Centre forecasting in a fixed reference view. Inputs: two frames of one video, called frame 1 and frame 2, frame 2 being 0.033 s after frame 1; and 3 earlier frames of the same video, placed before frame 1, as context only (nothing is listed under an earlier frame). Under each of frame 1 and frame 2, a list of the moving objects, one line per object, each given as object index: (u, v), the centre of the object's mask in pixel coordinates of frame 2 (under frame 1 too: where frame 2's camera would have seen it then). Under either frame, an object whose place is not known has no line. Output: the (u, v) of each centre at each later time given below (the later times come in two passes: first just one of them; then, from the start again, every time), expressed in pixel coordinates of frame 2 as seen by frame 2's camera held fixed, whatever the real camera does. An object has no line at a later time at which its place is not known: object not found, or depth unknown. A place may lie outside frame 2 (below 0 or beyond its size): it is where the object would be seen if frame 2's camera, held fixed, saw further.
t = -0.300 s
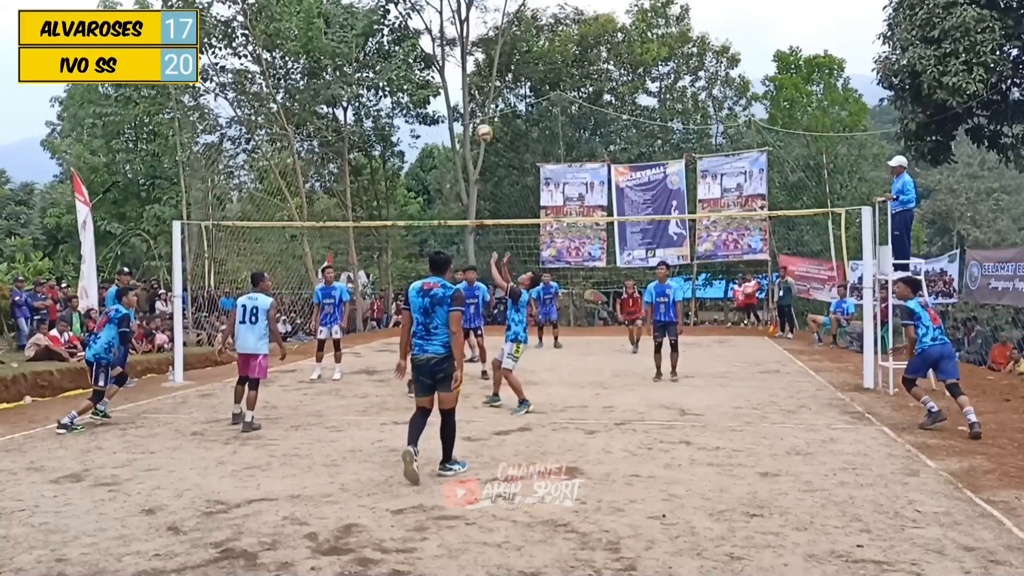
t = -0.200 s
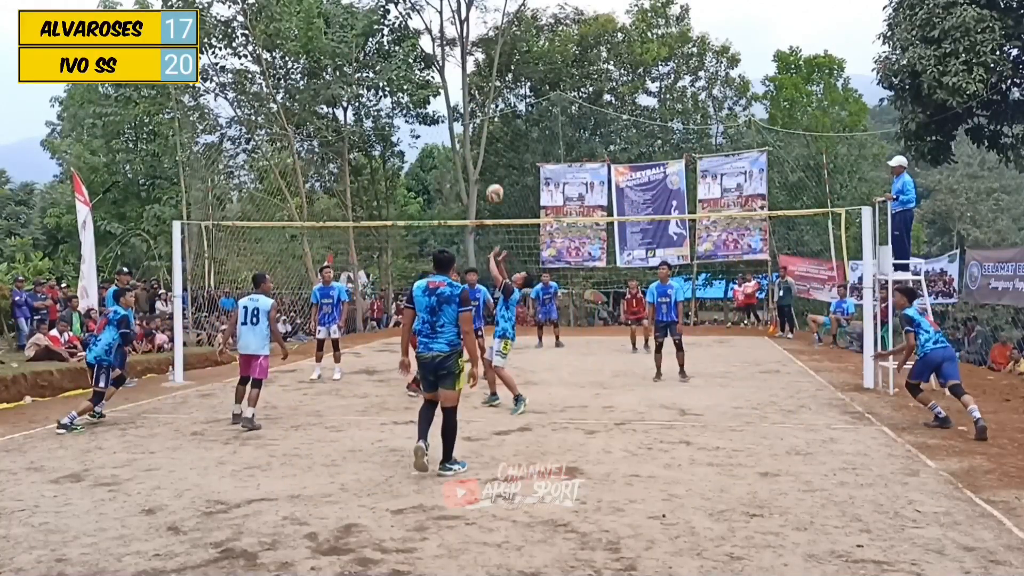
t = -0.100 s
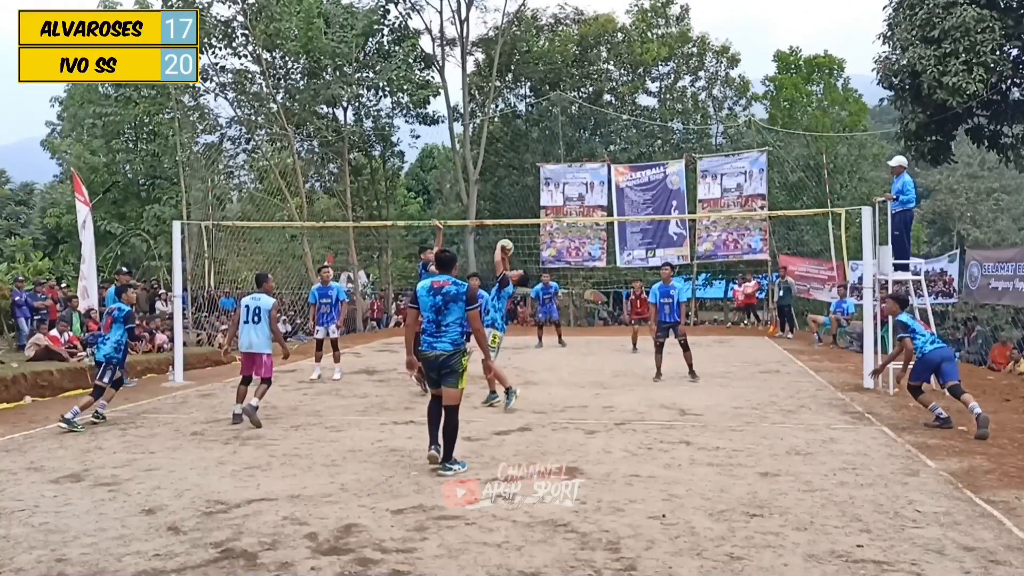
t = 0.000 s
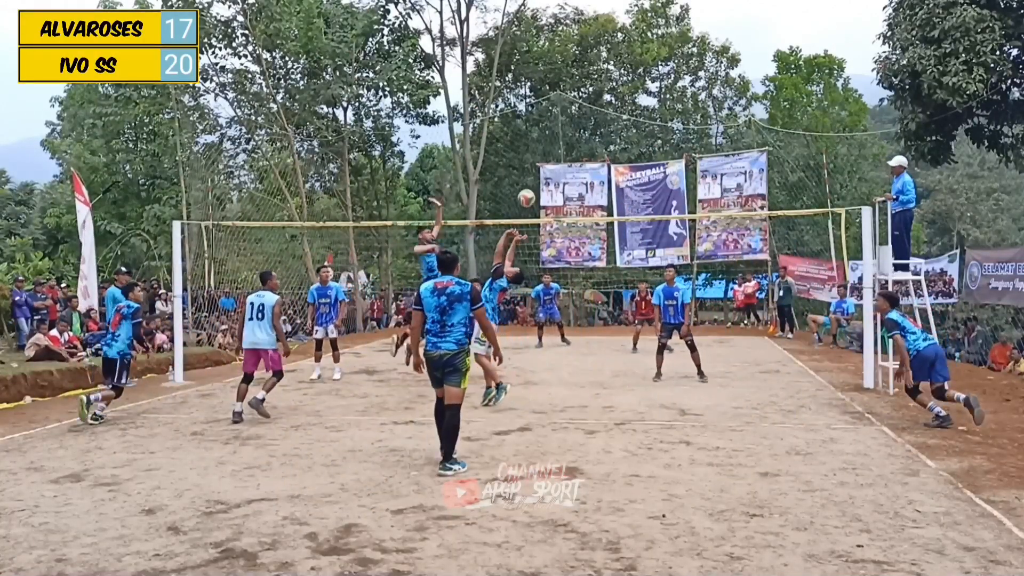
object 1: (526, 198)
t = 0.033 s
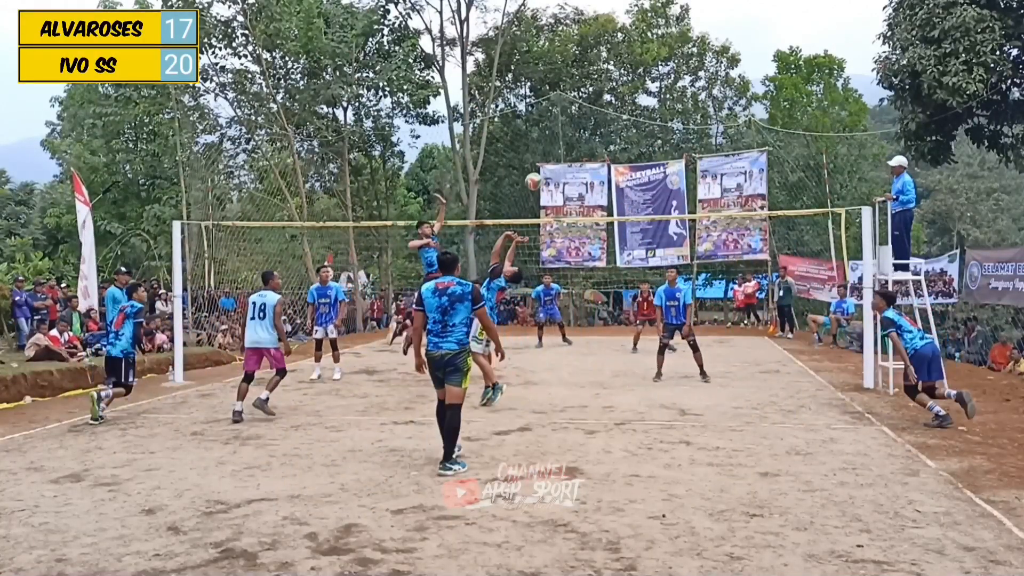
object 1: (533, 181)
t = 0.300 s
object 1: (590, 83)
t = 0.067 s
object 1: (541, 165)
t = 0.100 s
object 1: (548, 151)
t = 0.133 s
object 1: (555, 137)
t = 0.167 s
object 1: (563, 125)
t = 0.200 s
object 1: (570, 113)
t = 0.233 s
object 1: (577, 102)
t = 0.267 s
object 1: (584, 92)
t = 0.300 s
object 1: (590, 83)
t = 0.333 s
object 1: (597, 75)
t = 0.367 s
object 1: (605, 68)
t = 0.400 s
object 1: (611, 61)
